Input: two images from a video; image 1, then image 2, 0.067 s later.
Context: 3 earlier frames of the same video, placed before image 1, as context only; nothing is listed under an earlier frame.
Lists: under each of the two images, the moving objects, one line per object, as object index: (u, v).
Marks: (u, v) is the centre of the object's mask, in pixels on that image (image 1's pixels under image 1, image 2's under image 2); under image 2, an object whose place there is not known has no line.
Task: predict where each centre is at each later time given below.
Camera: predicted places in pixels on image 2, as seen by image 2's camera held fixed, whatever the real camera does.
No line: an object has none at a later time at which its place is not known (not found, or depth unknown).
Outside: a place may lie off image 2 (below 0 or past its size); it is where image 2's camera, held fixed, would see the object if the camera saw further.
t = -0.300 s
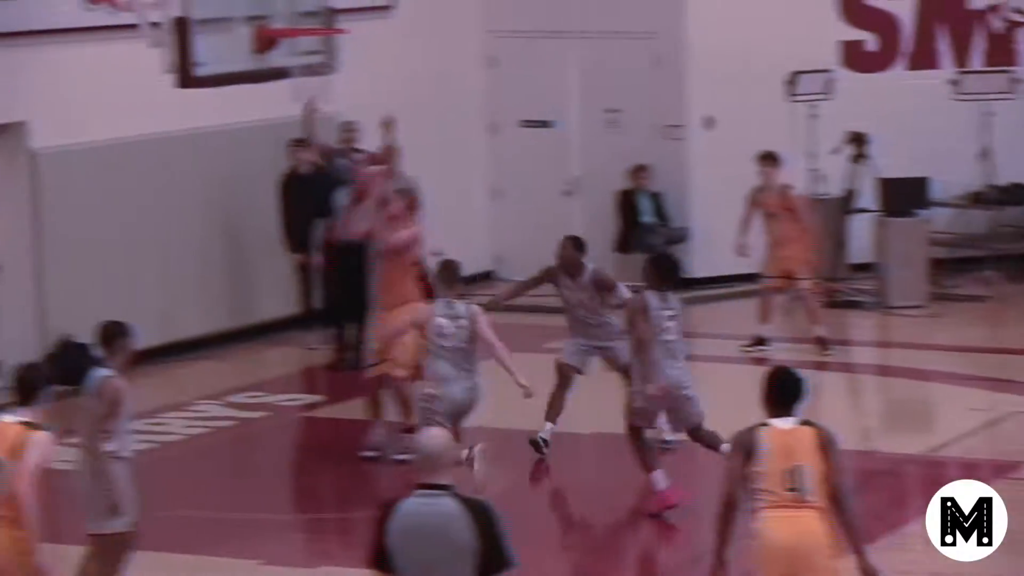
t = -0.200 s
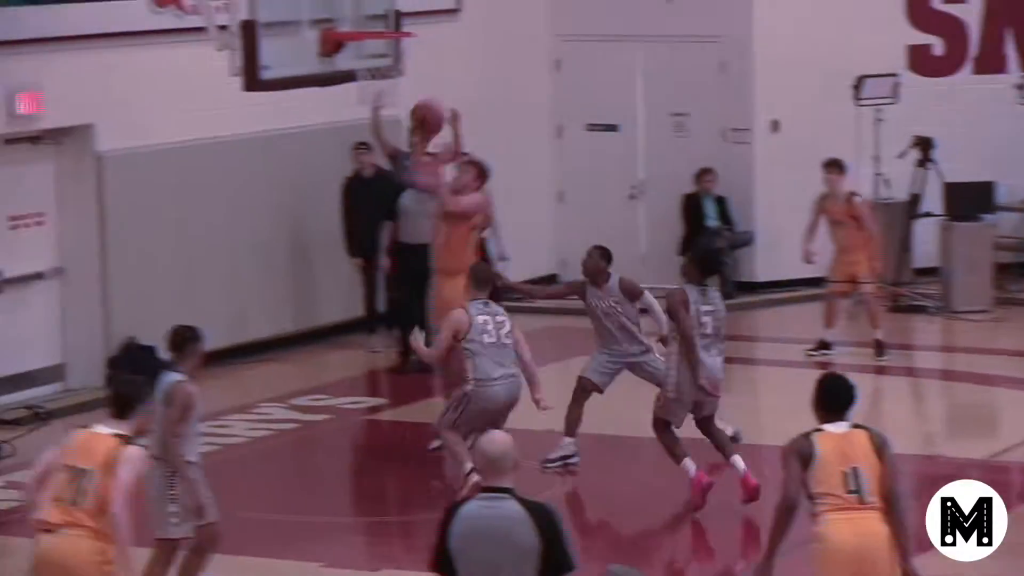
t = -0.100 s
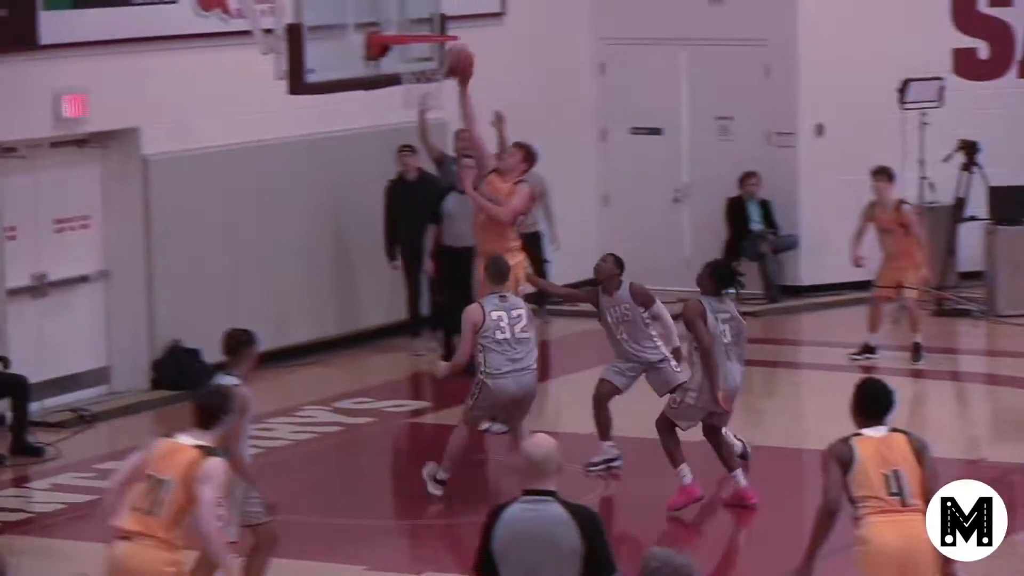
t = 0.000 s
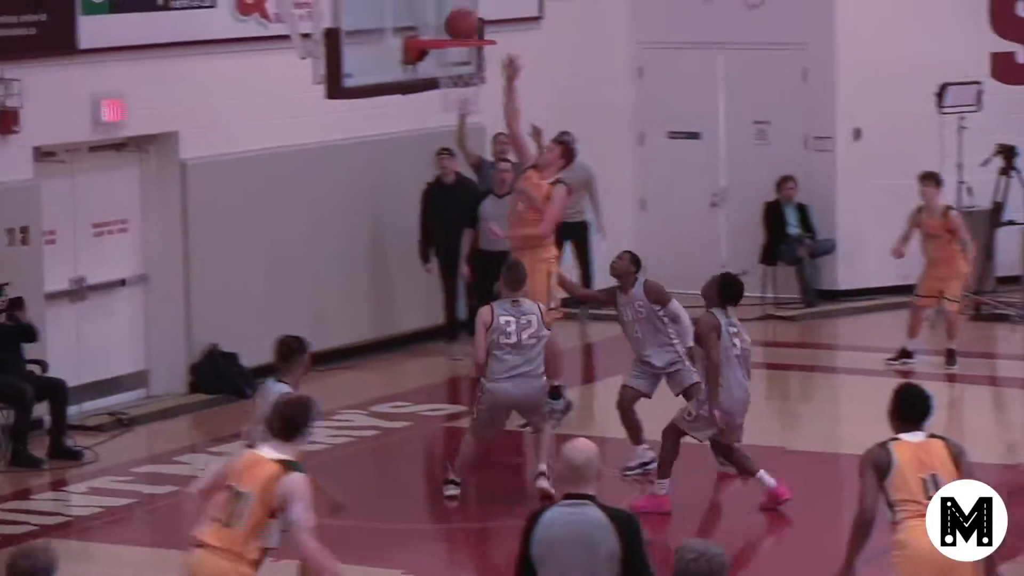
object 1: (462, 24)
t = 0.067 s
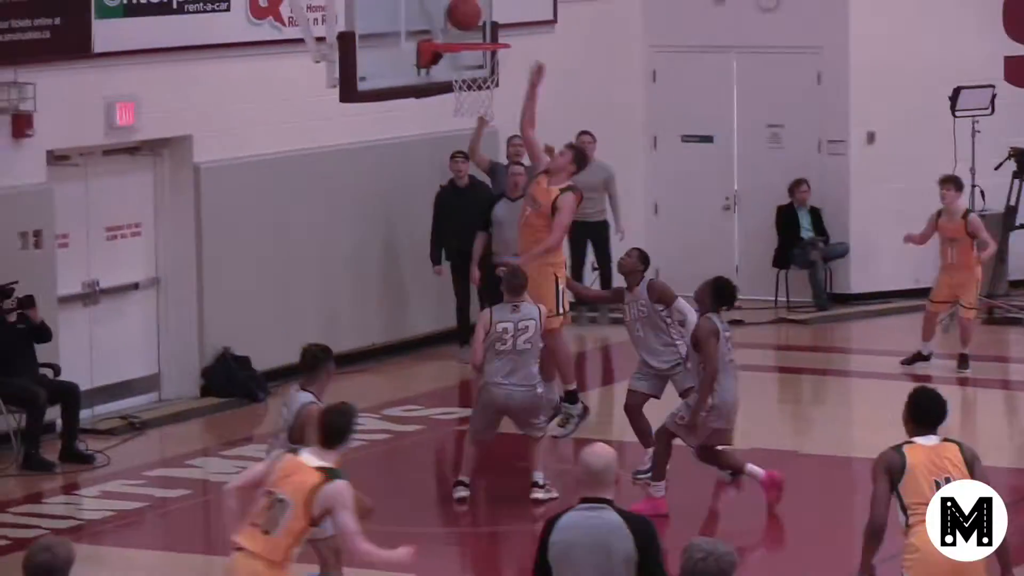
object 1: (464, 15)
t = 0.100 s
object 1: (467, 12)
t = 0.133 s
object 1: (470, 10)
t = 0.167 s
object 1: (473, 9)
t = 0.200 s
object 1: (477, 11)
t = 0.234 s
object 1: (481, 15)
